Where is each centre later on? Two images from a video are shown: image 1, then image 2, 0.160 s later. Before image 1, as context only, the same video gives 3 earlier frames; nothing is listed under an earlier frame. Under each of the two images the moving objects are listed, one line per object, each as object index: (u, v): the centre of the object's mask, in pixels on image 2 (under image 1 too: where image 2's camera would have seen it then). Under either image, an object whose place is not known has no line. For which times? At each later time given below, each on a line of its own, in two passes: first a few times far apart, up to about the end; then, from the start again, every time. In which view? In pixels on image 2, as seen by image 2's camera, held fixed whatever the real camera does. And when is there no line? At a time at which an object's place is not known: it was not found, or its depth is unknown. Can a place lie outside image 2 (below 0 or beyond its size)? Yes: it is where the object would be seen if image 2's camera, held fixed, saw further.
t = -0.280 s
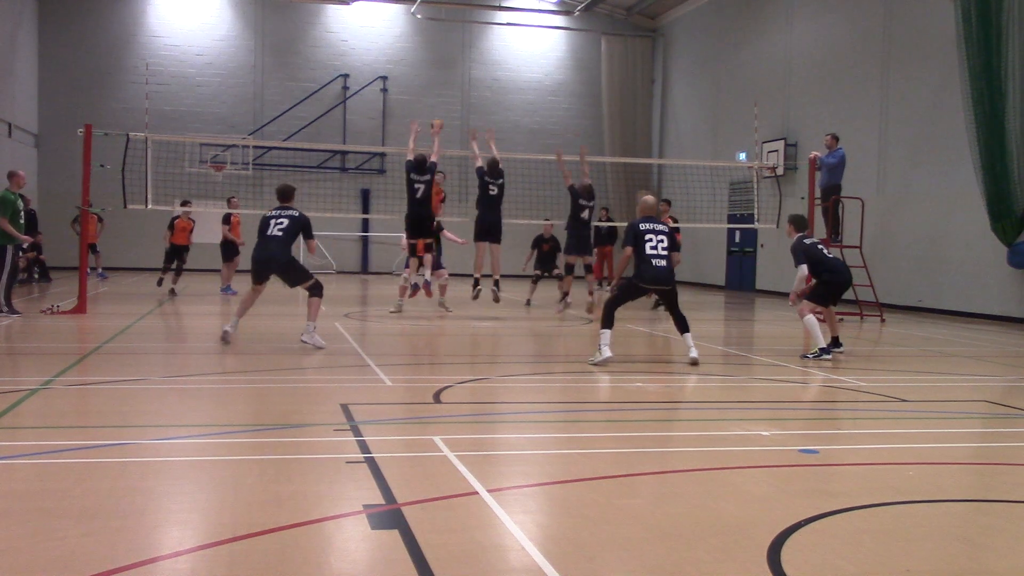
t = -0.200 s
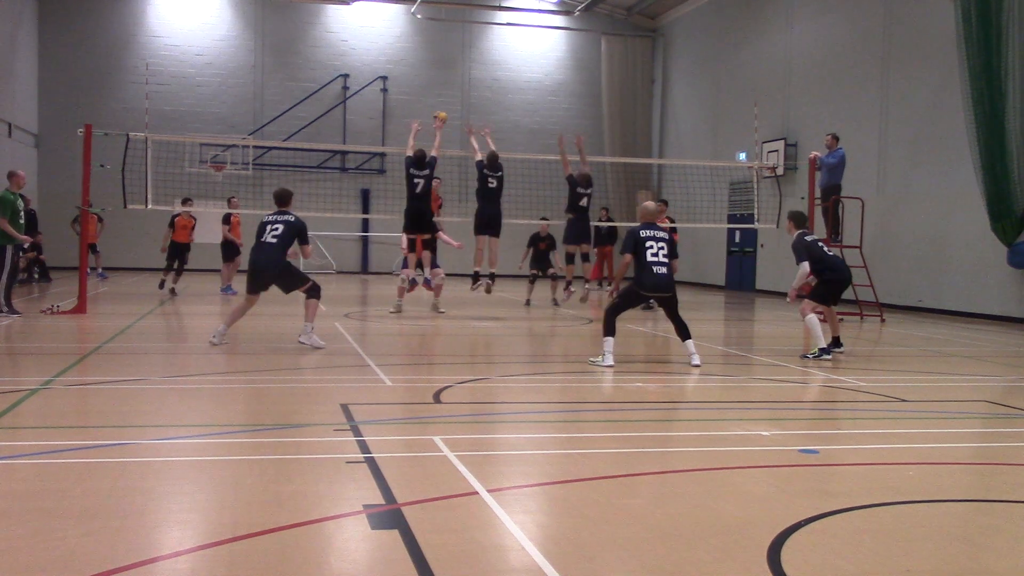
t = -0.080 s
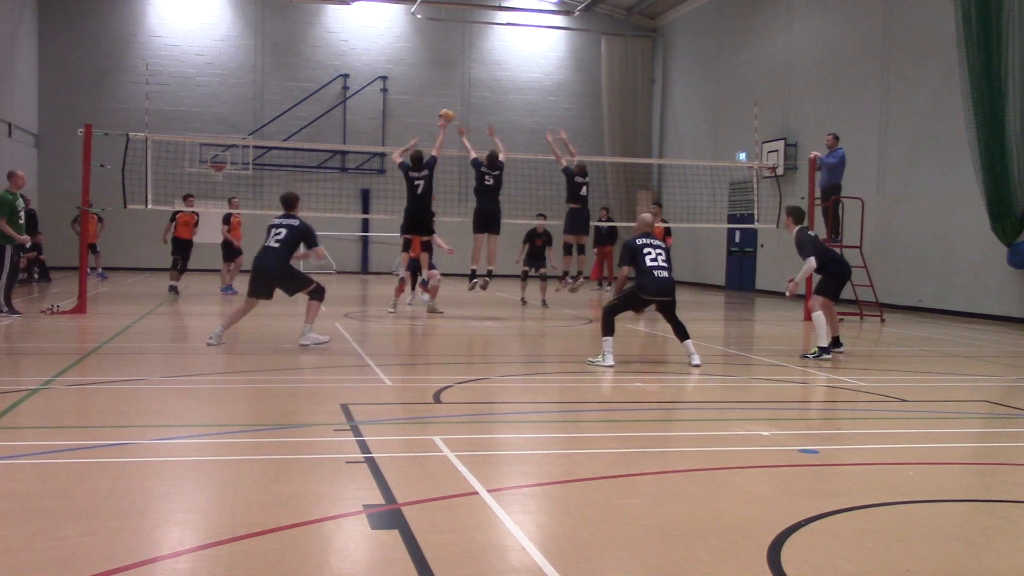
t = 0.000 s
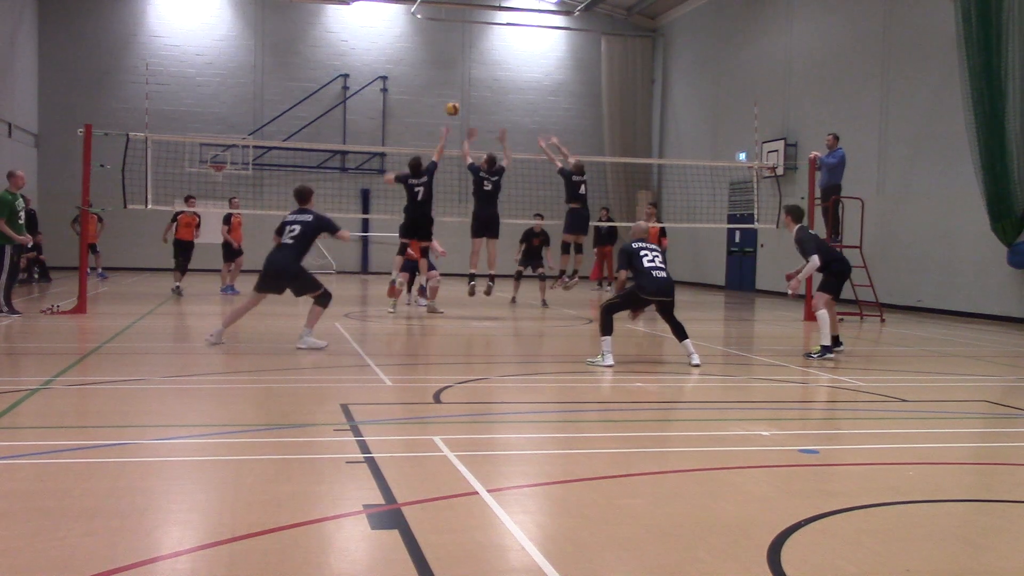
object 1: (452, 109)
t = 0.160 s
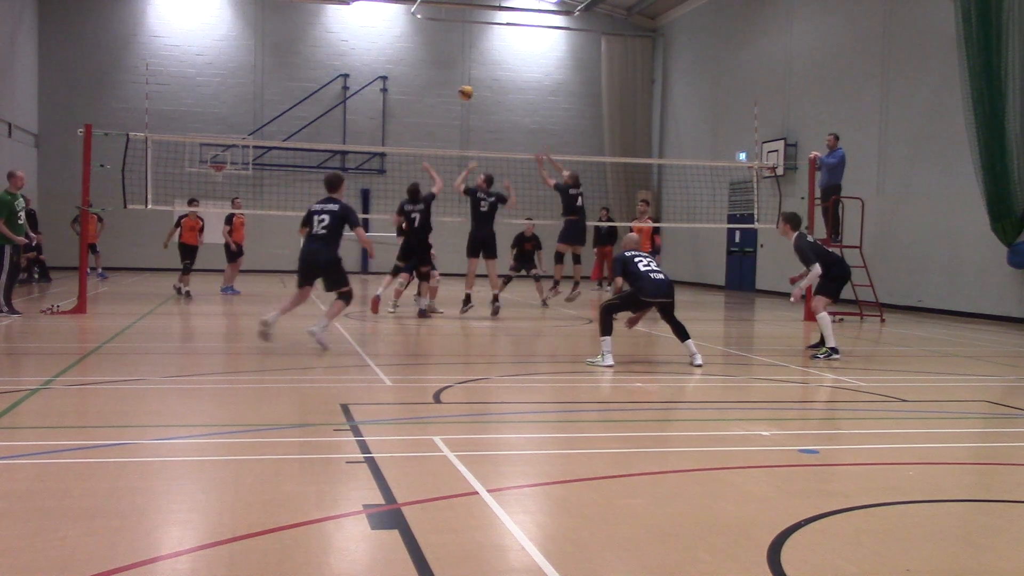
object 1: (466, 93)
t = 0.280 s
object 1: (475, 92)
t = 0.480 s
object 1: (491, 114)
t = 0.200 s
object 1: (469, 92)
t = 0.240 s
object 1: (472, 92)
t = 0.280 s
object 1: (475, 92)
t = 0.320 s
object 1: (479, 94)
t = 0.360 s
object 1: (481, 98)
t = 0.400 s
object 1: (485, 102)
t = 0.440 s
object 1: (488, 107)
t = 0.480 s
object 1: (491, 114)
